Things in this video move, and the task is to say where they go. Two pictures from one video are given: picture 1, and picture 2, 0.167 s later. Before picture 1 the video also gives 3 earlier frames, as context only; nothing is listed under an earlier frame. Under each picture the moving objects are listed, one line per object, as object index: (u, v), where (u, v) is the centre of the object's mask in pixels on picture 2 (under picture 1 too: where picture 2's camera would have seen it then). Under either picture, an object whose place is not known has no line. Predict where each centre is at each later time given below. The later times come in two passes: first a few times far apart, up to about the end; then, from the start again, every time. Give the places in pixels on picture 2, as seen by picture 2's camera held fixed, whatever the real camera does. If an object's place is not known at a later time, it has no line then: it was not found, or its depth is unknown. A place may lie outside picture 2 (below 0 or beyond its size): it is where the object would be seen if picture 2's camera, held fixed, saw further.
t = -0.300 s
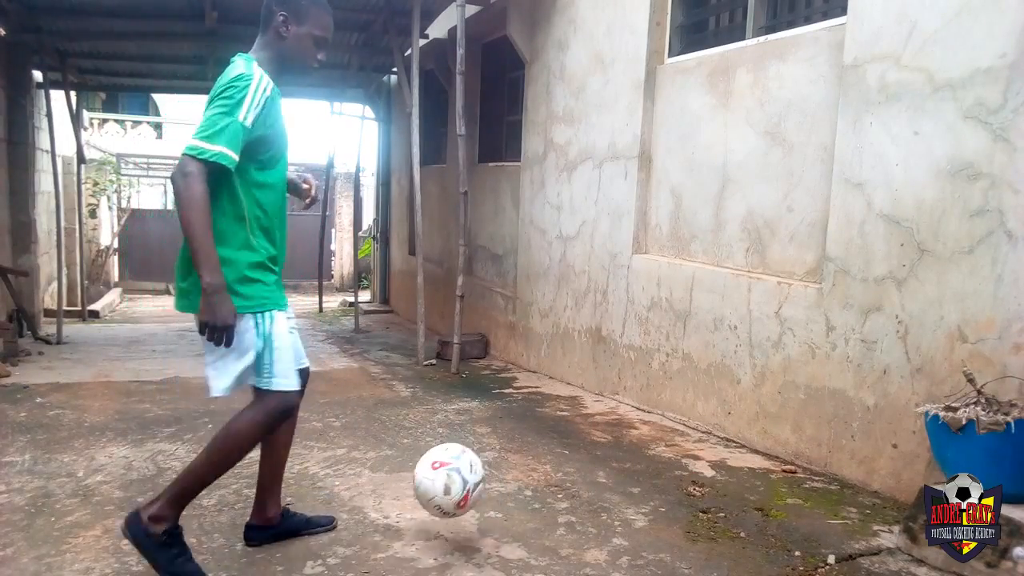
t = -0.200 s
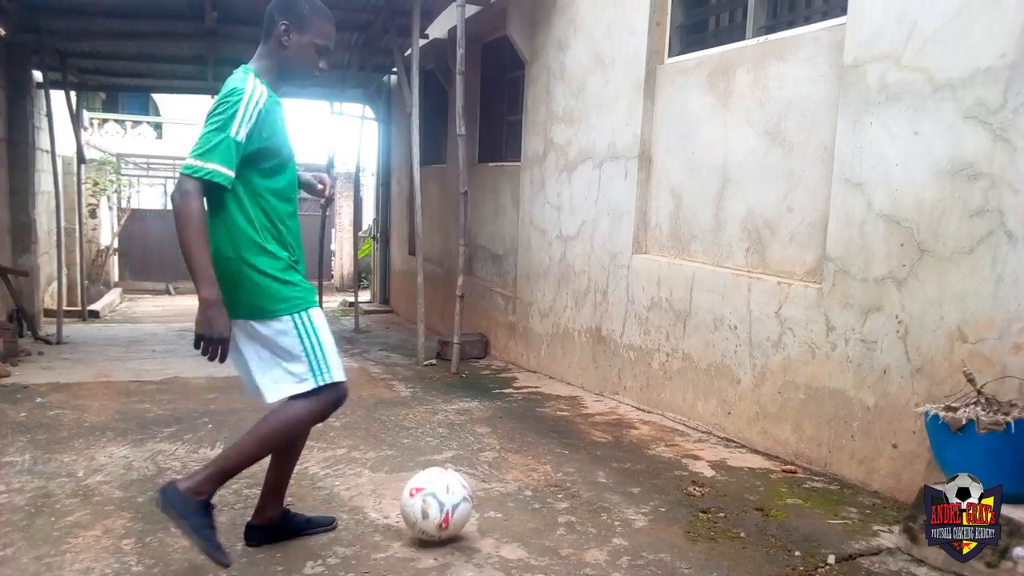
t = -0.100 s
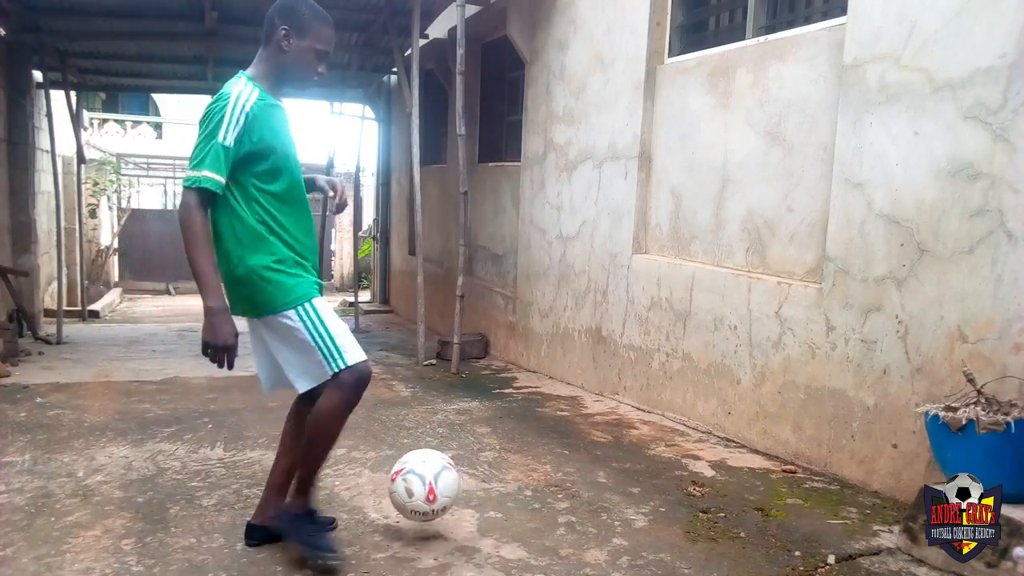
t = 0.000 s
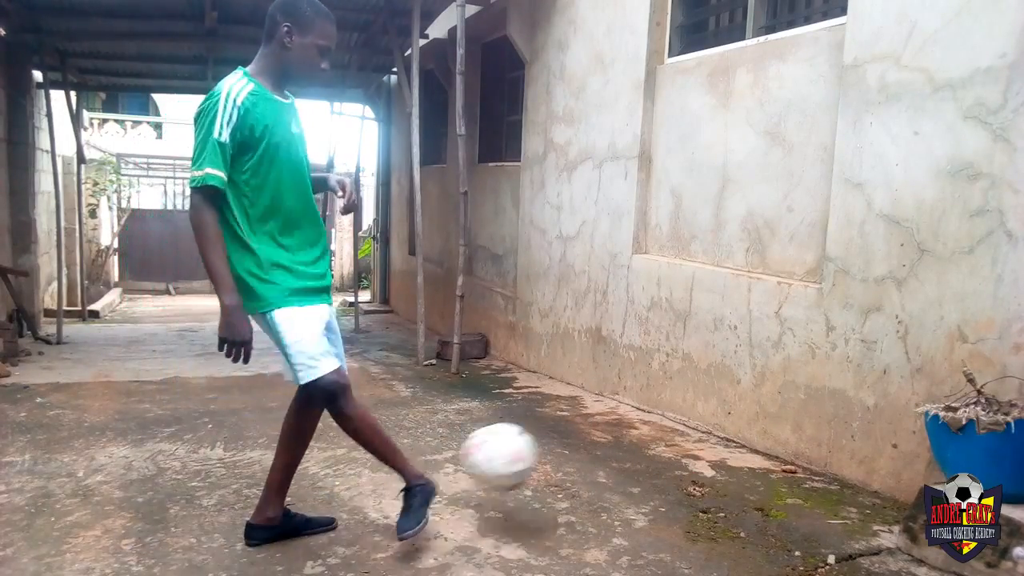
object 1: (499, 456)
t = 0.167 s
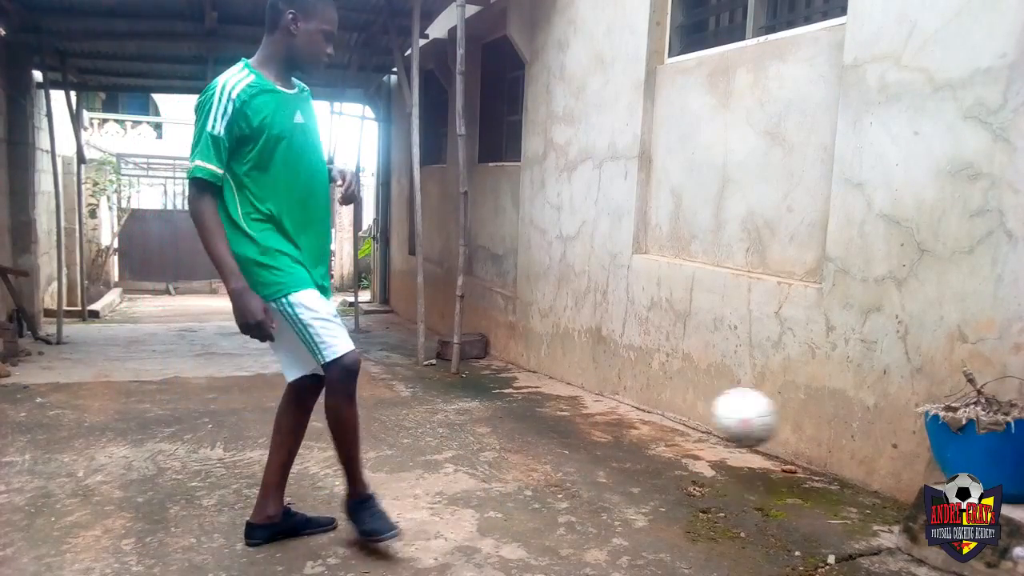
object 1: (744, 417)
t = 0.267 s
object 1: (763, 436)
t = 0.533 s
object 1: (545, 477)
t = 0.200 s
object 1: (786, 419)
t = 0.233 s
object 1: (794, 425)
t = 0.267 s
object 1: (763, 436)
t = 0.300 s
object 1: (731, 453)
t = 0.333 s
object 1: (699, 467)
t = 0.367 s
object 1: (674, 465)
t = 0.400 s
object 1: (648, 465)
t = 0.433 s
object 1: (625, 465)
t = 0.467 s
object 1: (599, 470)
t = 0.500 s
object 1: (571, 477)
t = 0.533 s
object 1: (545, 477)
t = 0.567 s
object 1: (517, 480)
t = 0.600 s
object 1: (491, 485)
